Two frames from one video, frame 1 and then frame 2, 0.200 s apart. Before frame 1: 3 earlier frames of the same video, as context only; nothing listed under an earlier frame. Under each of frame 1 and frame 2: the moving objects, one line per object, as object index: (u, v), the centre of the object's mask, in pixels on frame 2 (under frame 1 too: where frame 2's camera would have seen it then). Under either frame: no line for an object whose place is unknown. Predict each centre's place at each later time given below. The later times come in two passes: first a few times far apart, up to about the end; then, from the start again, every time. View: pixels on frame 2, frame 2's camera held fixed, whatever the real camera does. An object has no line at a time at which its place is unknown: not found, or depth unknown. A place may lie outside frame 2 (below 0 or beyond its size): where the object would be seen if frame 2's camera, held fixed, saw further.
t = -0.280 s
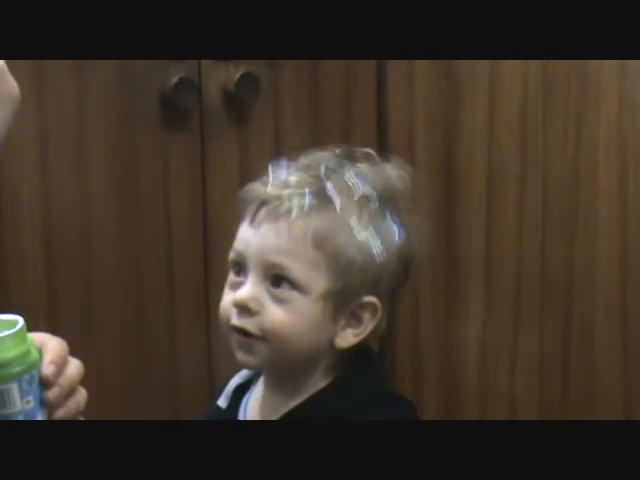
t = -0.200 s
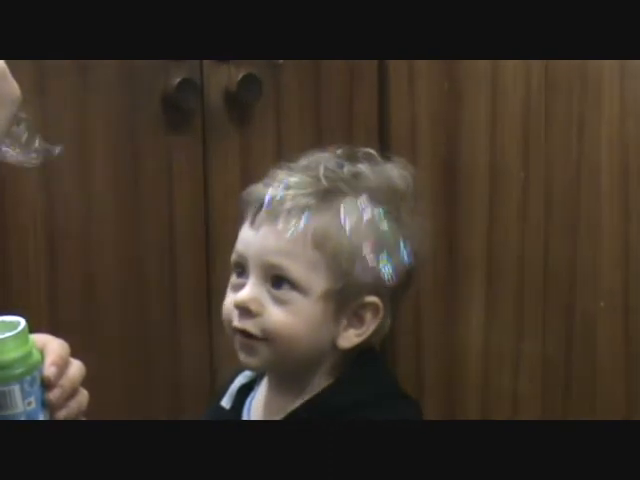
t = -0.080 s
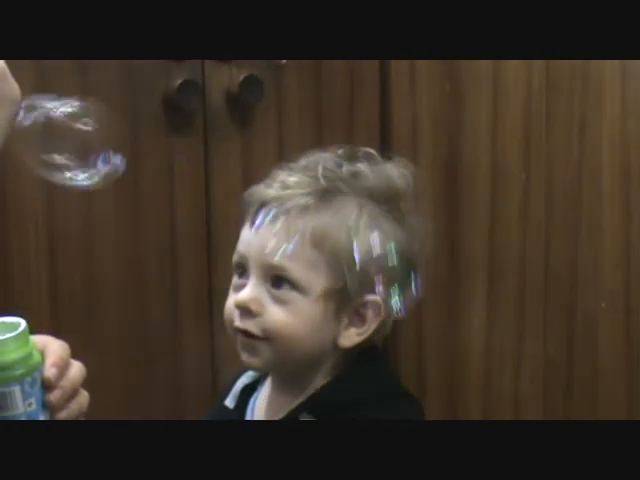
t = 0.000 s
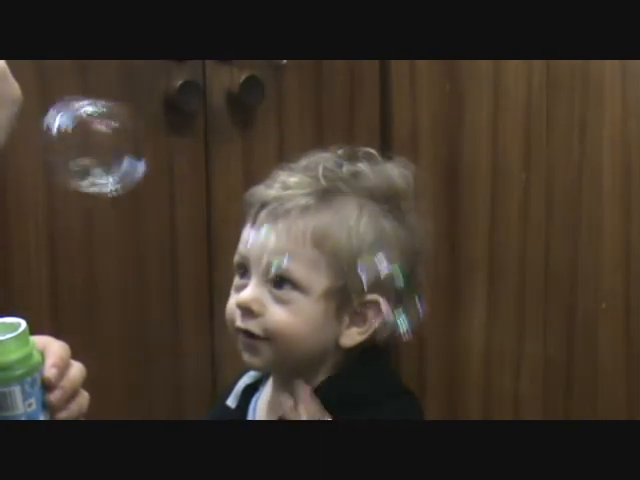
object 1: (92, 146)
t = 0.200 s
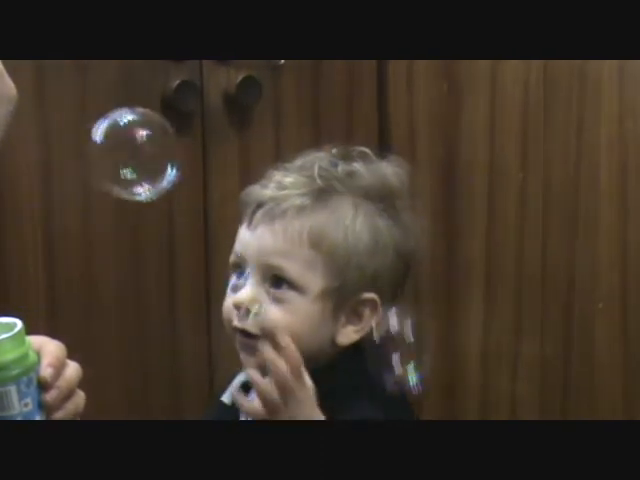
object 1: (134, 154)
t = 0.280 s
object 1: (146, 158)
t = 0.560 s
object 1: (165, 183)
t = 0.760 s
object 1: (164, 217)
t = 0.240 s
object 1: (141, 155)
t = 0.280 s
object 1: (146, 158)
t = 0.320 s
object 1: (150, 159)
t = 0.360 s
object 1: (153, 162)
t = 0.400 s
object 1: (156, 165)
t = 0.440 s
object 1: (159, 170)
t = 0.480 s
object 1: (161, 173)
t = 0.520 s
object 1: (163, 178)
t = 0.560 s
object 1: (165, 183)
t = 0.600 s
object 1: (166, 189)
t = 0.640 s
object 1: (166, 195)
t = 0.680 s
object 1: (166, 202)
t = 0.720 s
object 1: (166, 209)
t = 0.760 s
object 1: (164, 217)
